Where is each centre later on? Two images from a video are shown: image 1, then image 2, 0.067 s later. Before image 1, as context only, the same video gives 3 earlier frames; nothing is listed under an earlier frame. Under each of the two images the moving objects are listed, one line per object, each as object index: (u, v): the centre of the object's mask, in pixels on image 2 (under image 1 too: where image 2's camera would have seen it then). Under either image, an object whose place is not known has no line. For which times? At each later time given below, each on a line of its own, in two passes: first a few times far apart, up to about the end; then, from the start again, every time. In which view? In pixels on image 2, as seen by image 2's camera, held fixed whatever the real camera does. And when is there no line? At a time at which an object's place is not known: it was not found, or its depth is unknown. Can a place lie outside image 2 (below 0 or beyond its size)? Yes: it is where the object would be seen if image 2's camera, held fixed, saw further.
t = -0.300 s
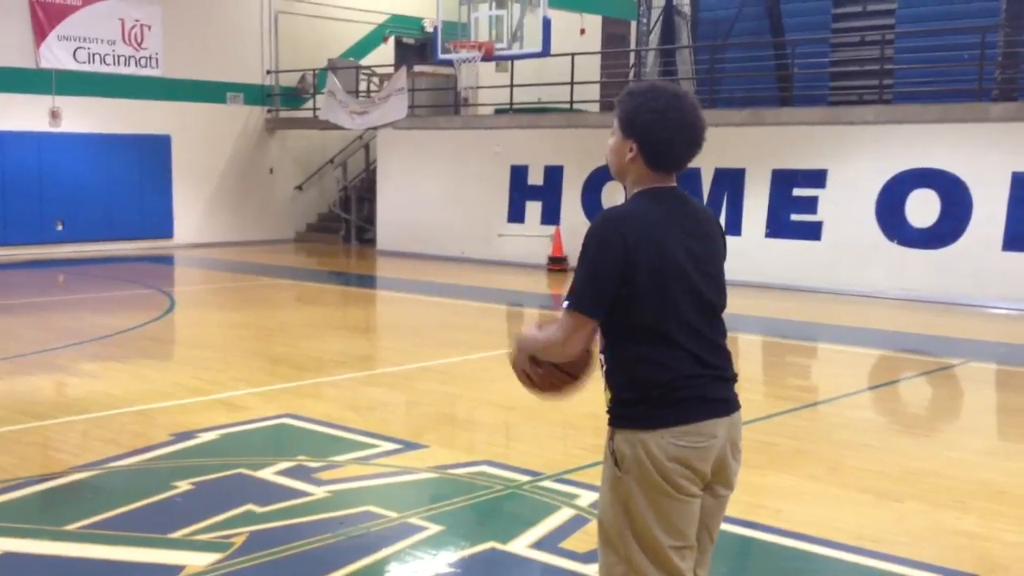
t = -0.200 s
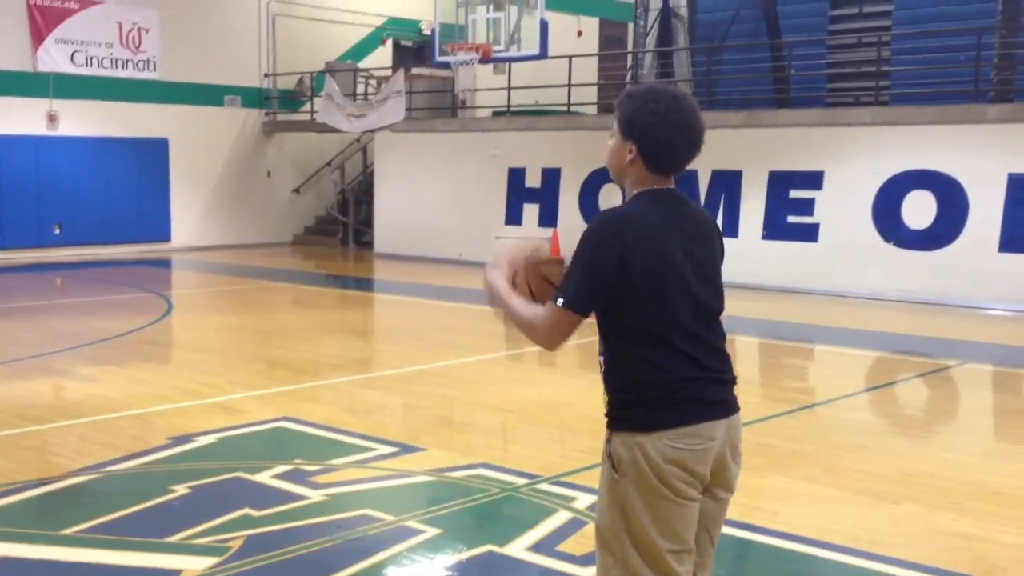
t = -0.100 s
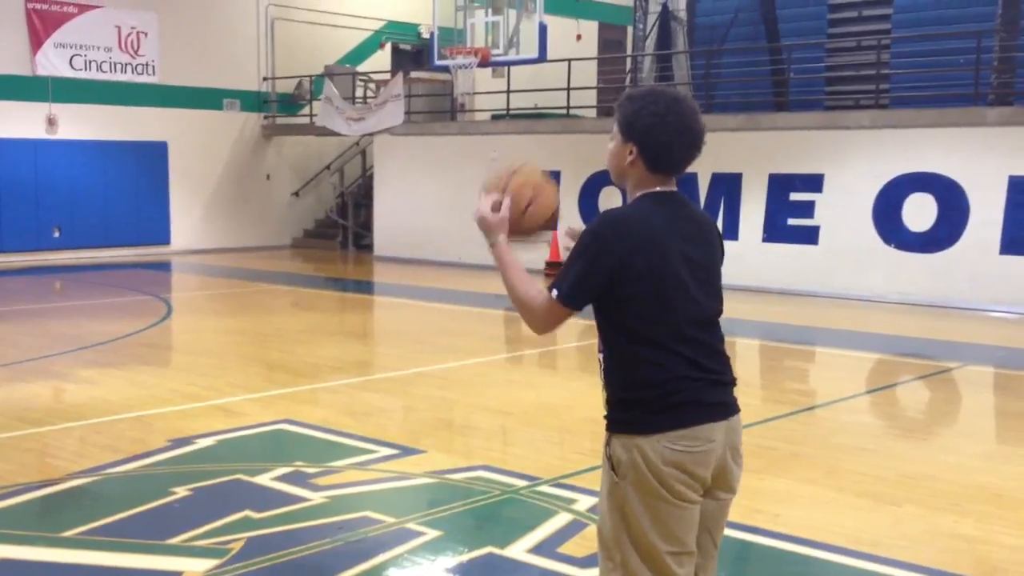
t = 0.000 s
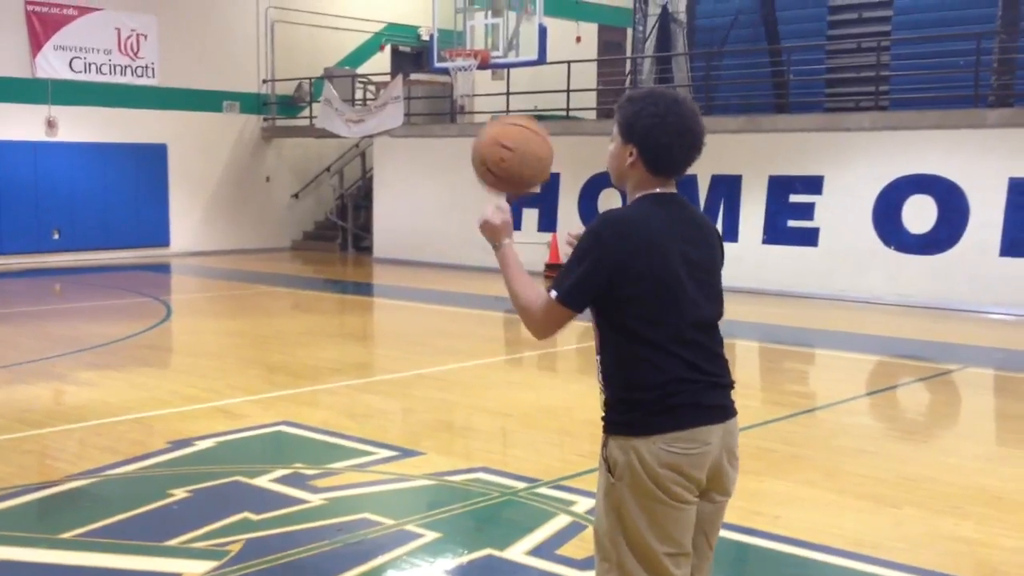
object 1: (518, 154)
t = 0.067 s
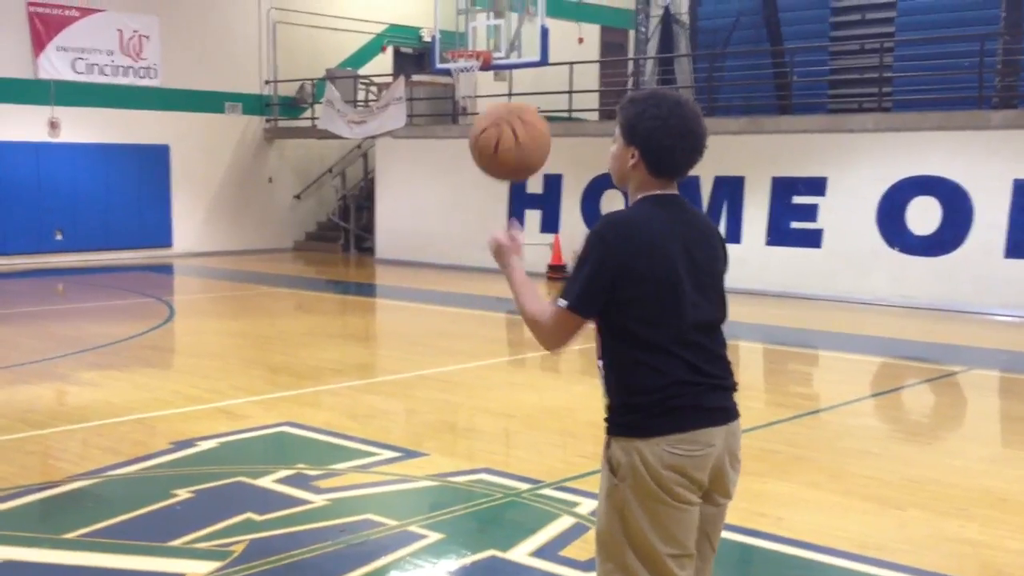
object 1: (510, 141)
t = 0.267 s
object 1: (498, 177)
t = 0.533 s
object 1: (474, 433)
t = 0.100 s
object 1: (507, 138)
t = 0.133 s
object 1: (503, 140)
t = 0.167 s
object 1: (502, 142)
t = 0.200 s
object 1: (502, 149)
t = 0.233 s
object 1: (500, 160)
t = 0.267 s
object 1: (498, 177)
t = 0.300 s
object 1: (495, 194)
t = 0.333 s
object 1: (491, 218)
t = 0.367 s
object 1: (486, 246)
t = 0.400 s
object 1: (483, 275)
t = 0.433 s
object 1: (482, 311)
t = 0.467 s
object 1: (482, 346)
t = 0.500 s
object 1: (479, 391)
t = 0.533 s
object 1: (474, 433)
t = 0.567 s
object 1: (471, 482)
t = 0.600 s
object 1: (468, 532)
